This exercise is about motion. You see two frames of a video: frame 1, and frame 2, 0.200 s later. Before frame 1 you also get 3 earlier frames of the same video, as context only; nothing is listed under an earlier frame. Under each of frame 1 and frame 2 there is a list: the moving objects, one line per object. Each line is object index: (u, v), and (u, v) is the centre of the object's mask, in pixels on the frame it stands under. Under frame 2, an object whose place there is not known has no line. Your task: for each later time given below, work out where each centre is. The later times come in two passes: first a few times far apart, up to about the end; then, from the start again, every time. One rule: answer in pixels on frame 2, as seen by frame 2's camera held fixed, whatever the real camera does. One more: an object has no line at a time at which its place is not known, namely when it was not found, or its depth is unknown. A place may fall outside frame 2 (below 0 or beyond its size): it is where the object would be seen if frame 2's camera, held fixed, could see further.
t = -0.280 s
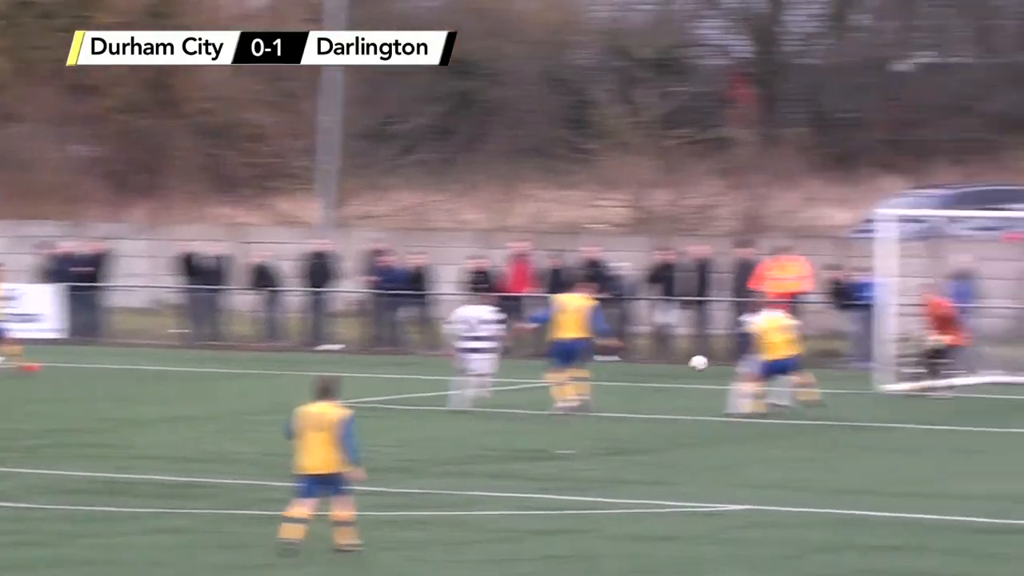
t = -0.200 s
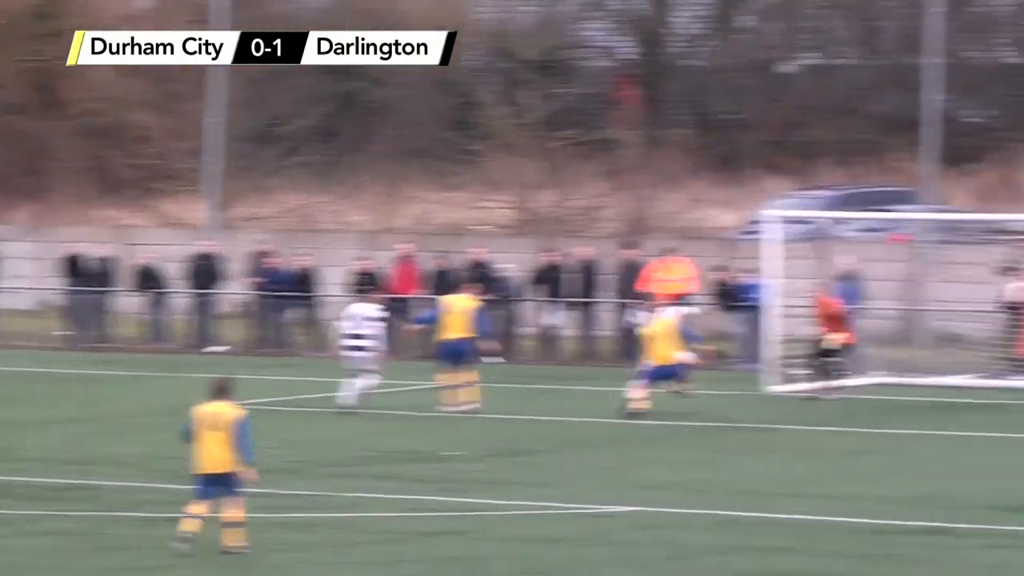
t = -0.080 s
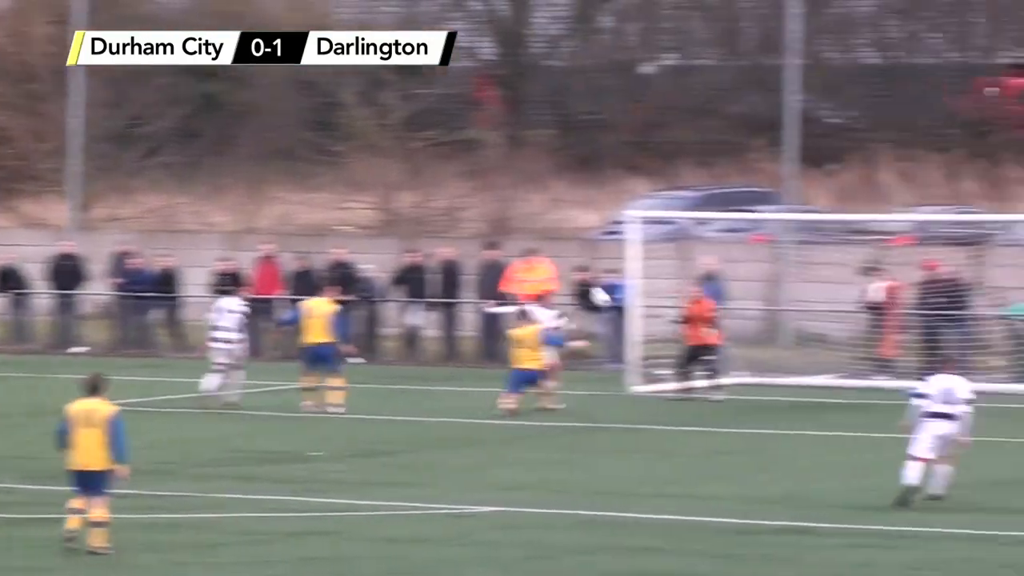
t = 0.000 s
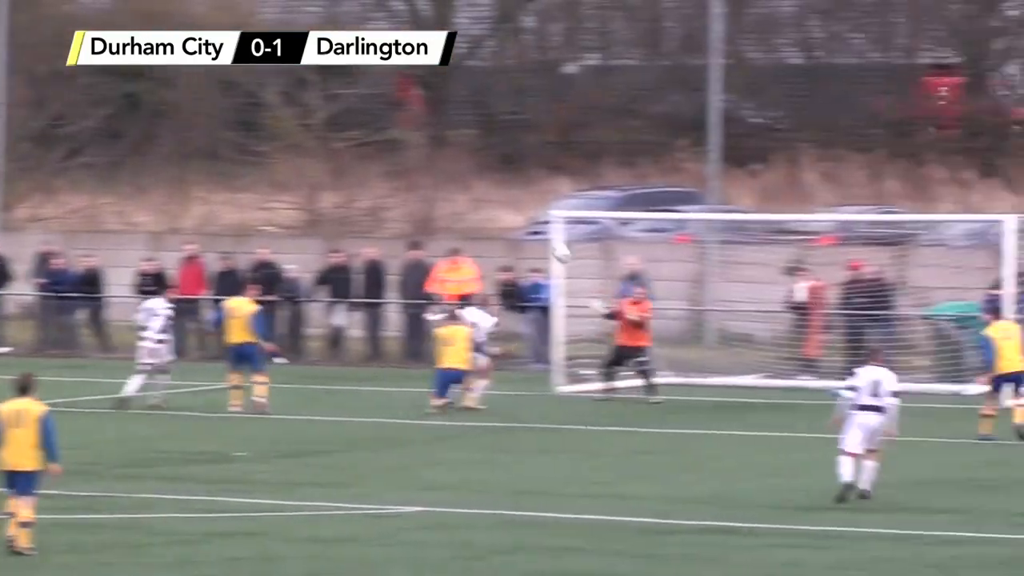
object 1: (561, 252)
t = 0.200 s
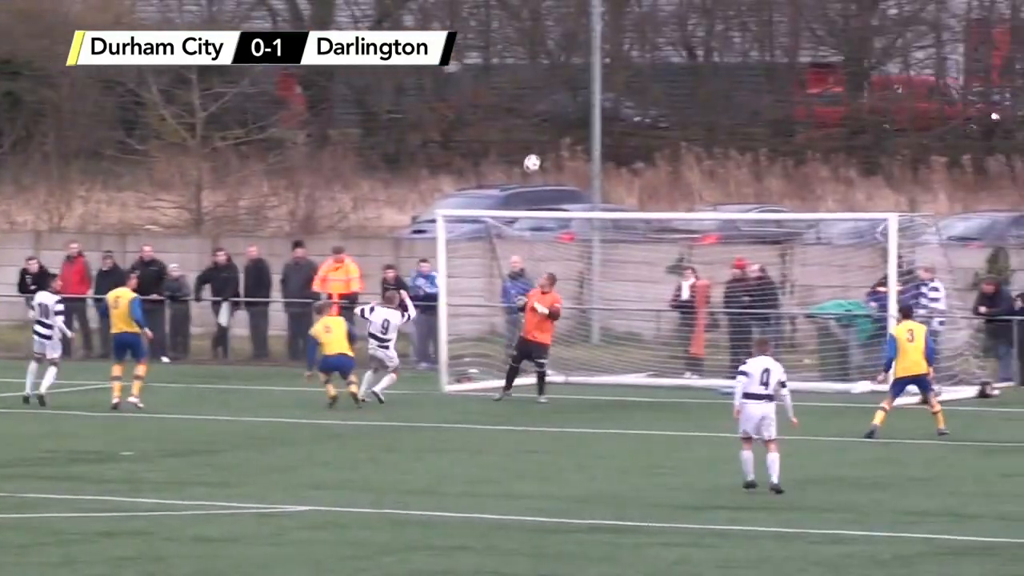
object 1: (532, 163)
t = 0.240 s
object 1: (548, 150)
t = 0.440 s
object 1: (630, 101)
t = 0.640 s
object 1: (707, 80)
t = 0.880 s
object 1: (798, 89)
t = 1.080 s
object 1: (871, 122)
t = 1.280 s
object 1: (879, 165)
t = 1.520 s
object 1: (865, 172)
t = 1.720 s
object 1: (860, 184)
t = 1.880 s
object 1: (855, 210)
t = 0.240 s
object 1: (548, 150)
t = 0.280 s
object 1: (565, 138)
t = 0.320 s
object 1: (581, 127)
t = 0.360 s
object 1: (597, 117)
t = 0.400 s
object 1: (614, 108)
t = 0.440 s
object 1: (630, 101)
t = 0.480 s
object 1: (646, 94)
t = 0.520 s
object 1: (661, 89)
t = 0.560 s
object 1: (677, 85)
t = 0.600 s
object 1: (692, 82)
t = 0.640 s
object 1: (707, 80)
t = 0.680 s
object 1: (723, 79)
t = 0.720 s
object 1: (738, 79)
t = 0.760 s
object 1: (754, 80)
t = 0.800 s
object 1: (768, 82)
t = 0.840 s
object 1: (784, 85)
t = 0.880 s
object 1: (798, 89)
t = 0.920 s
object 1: (813, 94)
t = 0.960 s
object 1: (828, 99)
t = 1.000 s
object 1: (843, 106)
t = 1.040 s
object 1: (857, 114)
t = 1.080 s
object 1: (871, 122)
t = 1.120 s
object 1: (881, 132)
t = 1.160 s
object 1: (886, 140)
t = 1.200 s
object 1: (887, 149)
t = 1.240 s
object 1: (884, 157)
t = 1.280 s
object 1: (879, 165)
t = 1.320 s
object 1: (874, 171)
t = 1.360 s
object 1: (869, 177)
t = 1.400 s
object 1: (868, 176)
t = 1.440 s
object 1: (867, 174)
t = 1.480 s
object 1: (866, 173)
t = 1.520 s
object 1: (865, 172)
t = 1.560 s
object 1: (864, 173)
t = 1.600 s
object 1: (863, 174)
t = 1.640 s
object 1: (862, 176)
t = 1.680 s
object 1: (861, 180)
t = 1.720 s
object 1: (860, 184)
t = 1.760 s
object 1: (859, 189)
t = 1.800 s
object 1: (858, 196)
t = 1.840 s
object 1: (856, 204)
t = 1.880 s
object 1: (855, 210)
